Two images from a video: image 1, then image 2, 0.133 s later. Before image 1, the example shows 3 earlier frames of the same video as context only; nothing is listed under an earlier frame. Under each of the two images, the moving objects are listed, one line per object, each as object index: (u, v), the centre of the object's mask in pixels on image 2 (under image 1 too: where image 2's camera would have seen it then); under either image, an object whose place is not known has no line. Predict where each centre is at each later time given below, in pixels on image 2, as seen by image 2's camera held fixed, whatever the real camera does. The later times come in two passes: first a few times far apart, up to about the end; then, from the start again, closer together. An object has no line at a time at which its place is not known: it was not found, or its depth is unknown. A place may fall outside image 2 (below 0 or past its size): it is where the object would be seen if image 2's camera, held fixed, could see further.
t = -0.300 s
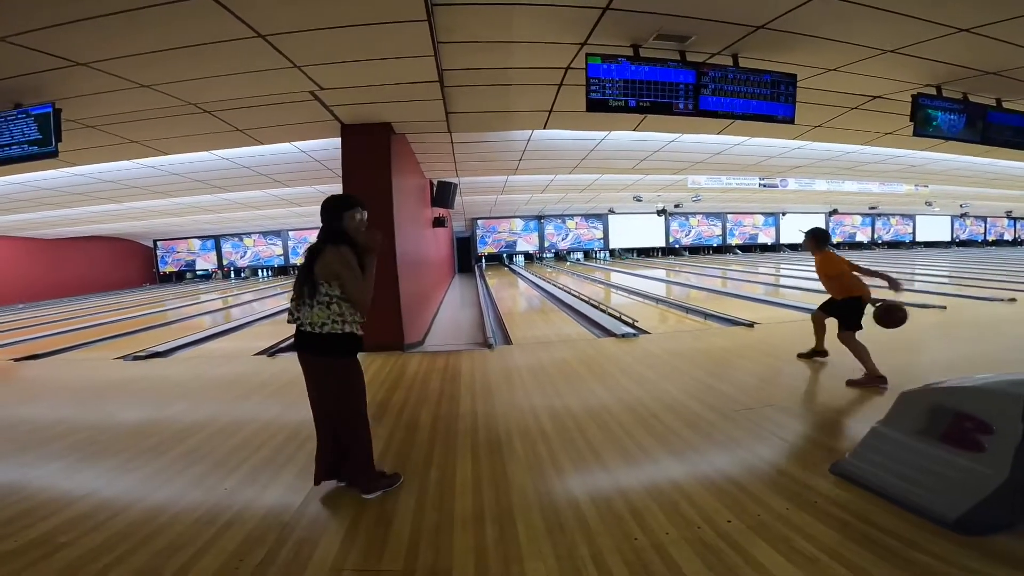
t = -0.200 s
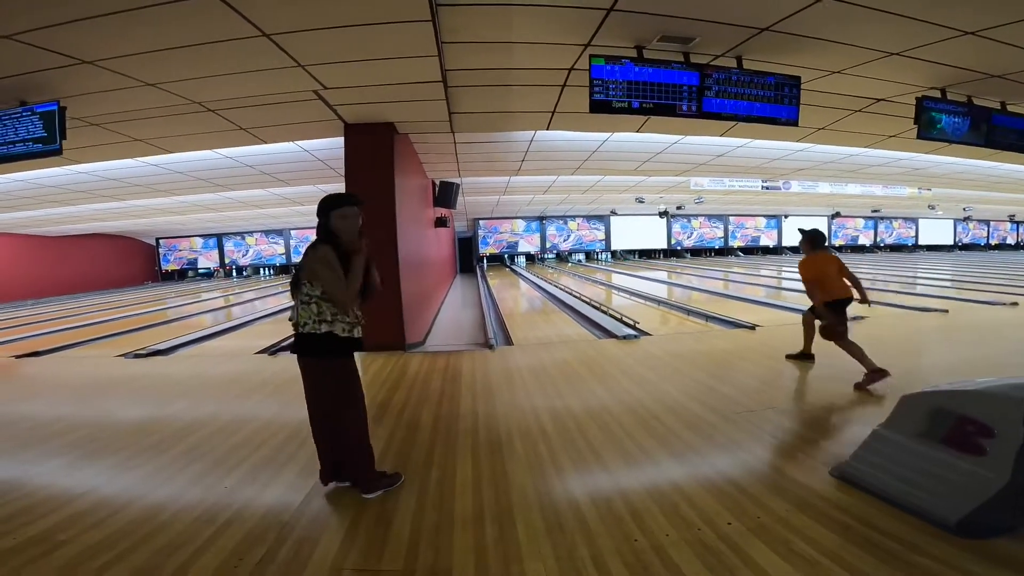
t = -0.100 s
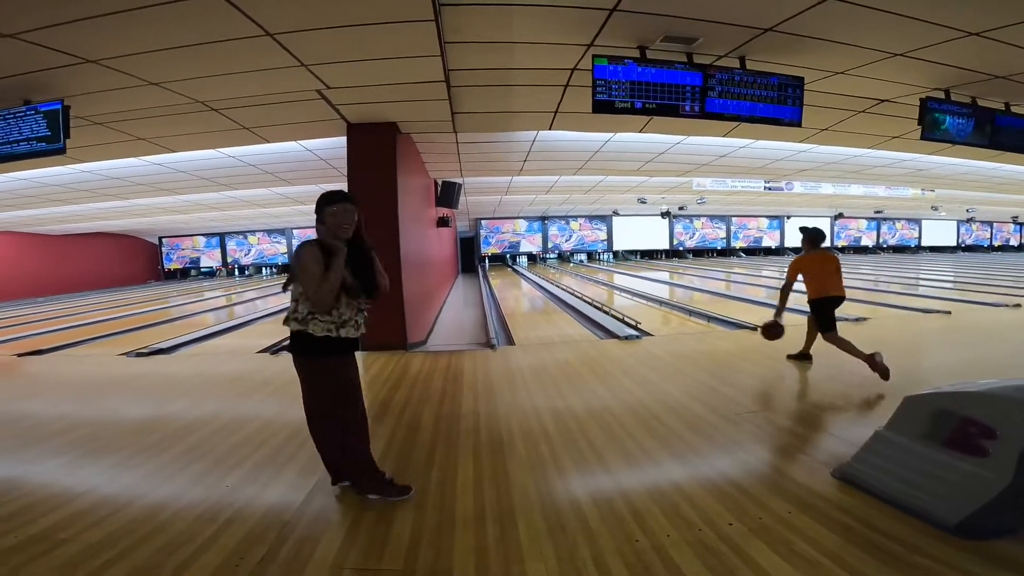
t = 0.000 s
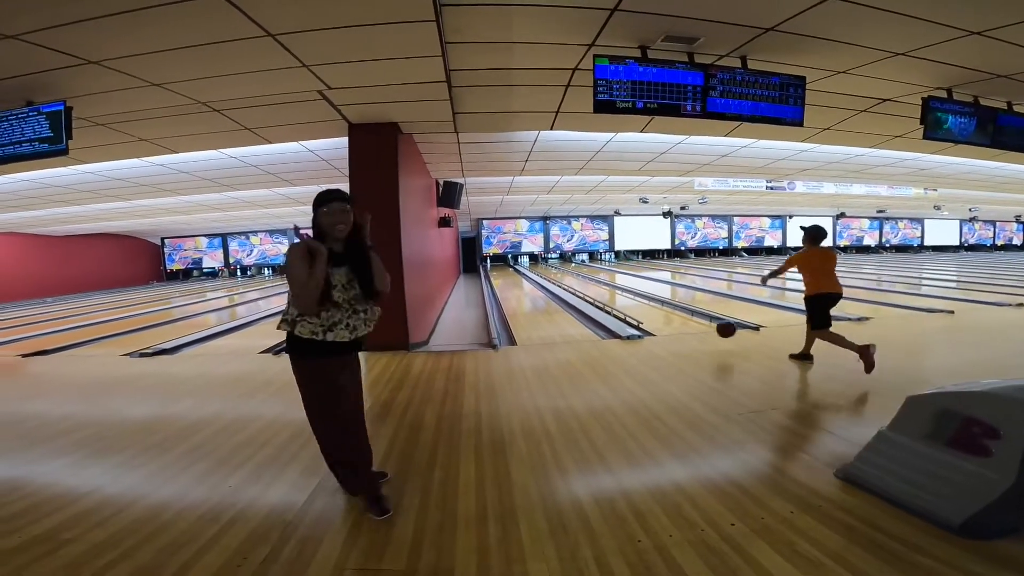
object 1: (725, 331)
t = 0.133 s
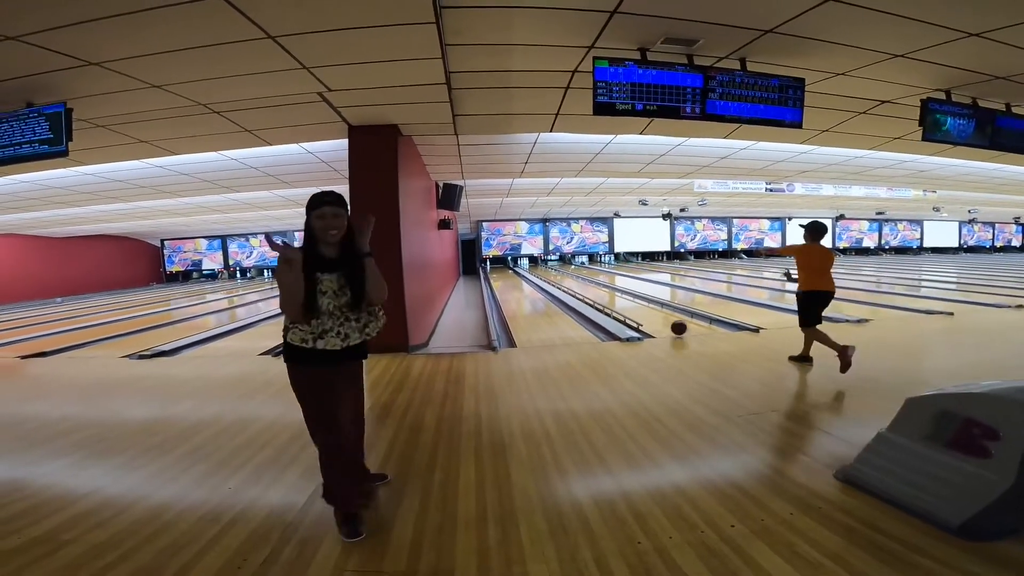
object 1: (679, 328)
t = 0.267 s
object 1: (645, 318)
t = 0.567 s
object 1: (601, 300)
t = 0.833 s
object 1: (583, 291)
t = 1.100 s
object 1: (570, 285)
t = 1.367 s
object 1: (560, 280)
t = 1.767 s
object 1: (551, 274)
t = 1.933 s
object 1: (549, 271)
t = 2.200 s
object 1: (545, 268)
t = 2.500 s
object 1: (543, 265)
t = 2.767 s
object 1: (542, 262)
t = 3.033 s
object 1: (541, 262)
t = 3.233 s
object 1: (542, 261)
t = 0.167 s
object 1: (669, 325)
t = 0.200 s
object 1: (661, 323)
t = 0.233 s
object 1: (652, 321)
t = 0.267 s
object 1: (645, 318)
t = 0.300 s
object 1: (638, 316)
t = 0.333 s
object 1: (632, 313)
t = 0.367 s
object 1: (625, 311)
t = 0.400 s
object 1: (619, 309)
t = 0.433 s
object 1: (615, 307)
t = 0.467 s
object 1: (611, 305)
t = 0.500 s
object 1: (607, 303)
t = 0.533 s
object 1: (604, 302)
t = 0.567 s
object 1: (601, 300)
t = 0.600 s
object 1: (599, 299)
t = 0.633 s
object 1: (596, 298)
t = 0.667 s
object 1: (593, 296)
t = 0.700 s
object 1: (591, 295)
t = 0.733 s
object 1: (589, 294)
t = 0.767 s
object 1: (587, 293)
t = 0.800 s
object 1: (585, 292)
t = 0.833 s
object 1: (583, 291)
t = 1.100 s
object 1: (570, 285)
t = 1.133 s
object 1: (568, 284)
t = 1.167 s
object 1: (567, 283)
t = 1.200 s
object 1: (566, 283)
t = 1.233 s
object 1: (564, 282)
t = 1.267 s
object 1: (563, 281)
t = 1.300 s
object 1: (562, 281)
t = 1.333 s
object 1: (561, 281)
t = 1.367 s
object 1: (560, 280)
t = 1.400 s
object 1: (559, 280)
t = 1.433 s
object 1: (558, 279)
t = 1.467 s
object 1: (557, 279)
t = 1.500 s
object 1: (557, 278)
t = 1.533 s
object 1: (556, 278)
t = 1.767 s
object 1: (551, 274)
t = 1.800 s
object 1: (550, 273)
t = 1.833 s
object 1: (549, 273)
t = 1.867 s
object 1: (549, 272)
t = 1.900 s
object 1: (549, 272)
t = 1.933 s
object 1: (549, 271)
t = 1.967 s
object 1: (548, 271)
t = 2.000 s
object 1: (548, 270)
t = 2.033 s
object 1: (547, 270)
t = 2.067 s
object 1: (547, 270)
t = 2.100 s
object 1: (546, 270)
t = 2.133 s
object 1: (546, 269)
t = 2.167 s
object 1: (546, 269)
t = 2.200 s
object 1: (545, 268)
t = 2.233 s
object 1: (544, 267)
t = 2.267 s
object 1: (544, 267)
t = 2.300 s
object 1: (543, 266)
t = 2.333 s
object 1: (544, 266)
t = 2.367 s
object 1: (544, 266)
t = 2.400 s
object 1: (544, 265)
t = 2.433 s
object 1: (544, 265)
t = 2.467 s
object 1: (544, 265)
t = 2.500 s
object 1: (543, 265)
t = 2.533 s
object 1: (543, 264)
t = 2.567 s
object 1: (542, 264)
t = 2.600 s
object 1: (543, 264)
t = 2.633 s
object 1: (543, 263)
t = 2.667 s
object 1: (543, 262)
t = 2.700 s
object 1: (542, 263)
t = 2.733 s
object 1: (542, 262)
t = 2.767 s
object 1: (542, 262)
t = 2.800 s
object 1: (542, 263)
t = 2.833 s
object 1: (542, 262)
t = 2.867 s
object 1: (542, 262)
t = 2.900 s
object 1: (542, 261)
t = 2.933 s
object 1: (542, 262)
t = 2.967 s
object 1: (542, 262)
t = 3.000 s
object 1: (541, 262)
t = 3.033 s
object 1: (541, 262)
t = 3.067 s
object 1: (542, 262)
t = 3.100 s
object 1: (542, 261)
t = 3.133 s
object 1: (542, 261)
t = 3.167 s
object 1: (543, 262)
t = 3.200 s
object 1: (543, 261)
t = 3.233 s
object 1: (542, 261)
